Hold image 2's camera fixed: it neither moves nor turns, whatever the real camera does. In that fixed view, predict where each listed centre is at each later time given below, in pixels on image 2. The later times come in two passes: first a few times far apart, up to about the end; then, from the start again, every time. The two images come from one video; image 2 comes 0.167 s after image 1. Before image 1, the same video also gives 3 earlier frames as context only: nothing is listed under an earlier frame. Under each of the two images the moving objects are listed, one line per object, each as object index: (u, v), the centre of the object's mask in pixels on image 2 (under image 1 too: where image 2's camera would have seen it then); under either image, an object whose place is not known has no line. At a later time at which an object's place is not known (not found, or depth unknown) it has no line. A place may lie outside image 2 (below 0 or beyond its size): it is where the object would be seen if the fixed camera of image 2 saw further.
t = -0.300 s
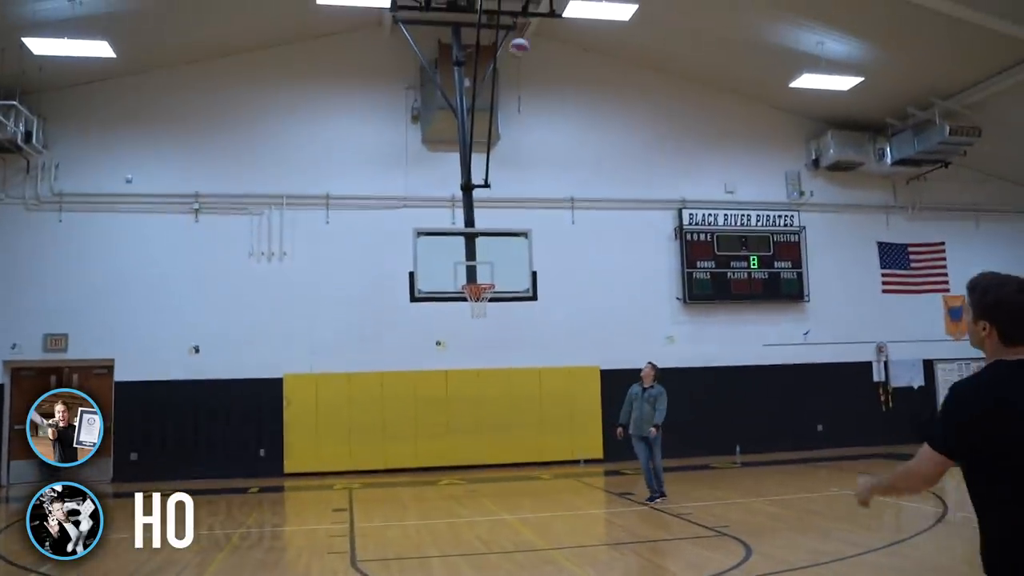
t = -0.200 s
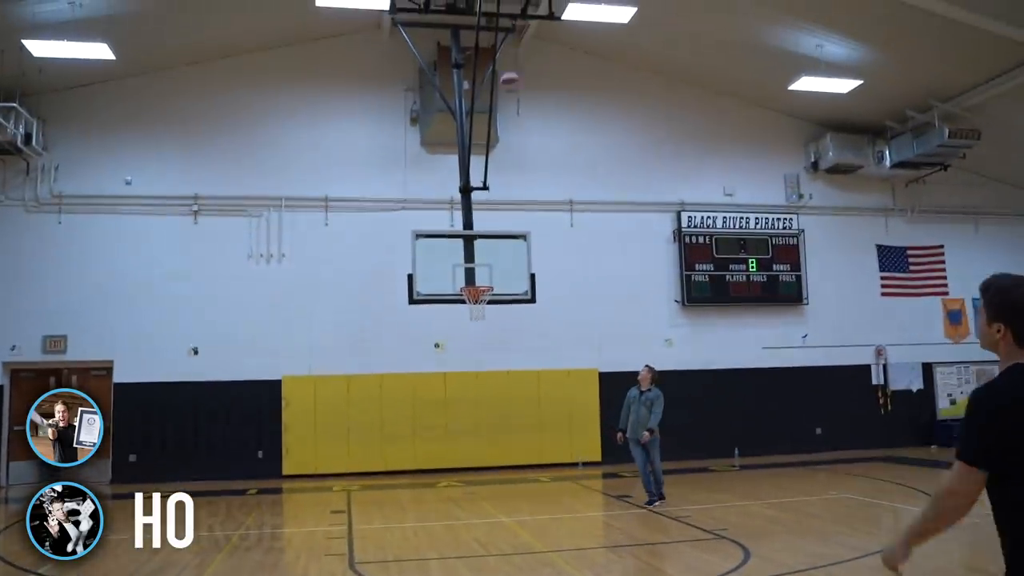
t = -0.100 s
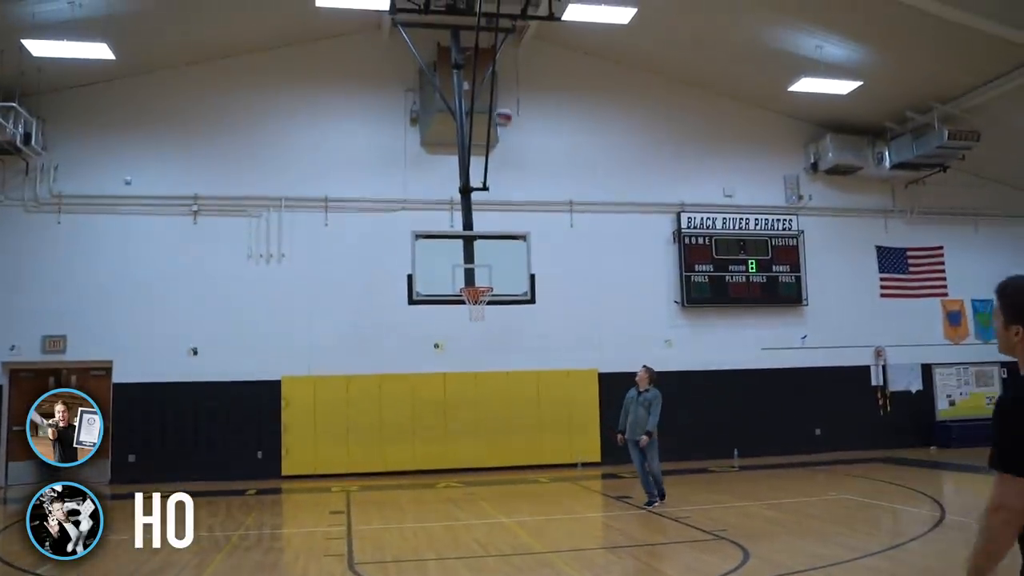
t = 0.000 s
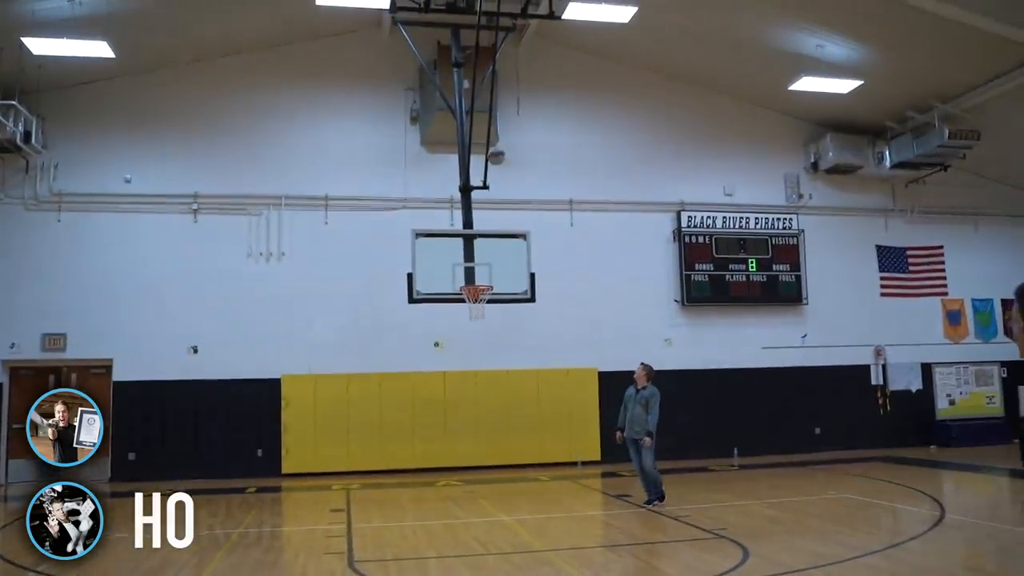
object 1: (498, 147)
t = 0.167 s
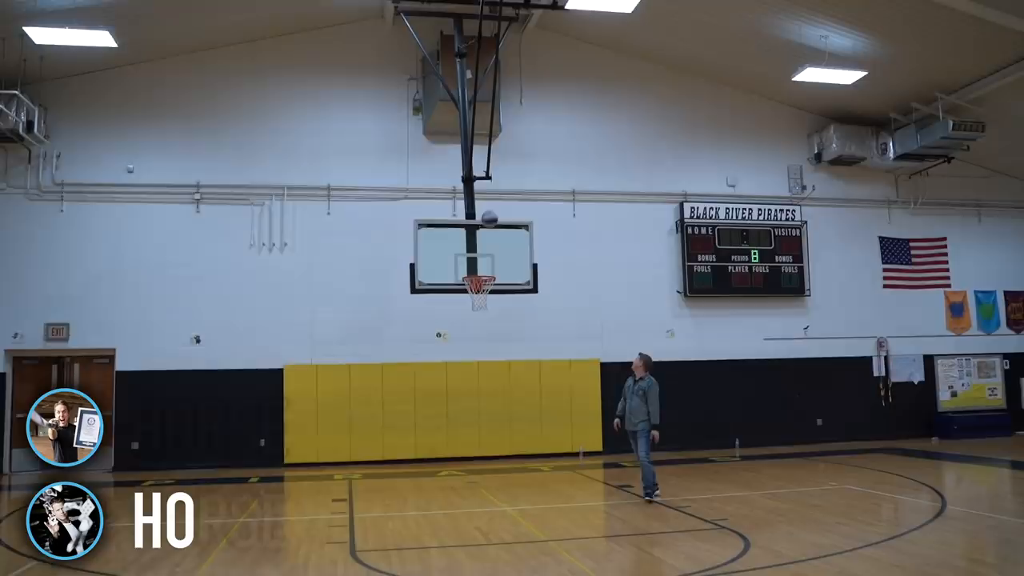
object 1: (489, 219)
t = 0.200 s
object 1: (487, 235)
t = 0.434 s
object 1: (501, 248)
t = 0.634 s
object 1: (527, 240)
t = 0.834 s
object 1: (558, 266)
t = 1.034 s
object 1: (595, 335)
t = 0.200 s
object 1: (487, 235)
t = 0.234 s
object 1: (486, 251)
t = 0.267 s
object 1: (485, 267)
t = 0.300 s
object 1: (486, 267)
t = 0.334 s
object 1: (489, 261)
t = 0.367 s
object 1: (493, 256)
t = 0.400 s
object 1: (497, 252)
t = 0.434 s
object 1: (501, 248)
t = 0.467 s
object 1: (505, 245)
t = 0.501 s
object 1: (509, 243)
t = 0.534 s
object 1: (513, 241)
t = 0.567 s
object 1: (518, 240)
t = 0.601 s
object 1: (522, 240)
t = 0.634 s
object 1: (527, 240)
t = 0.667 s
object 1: (532, 242)
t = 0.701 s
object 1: (537, 245)
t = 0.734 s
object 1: (542, 248)
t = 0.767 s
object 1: (547, 253)
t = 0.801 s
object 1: (553, 258)
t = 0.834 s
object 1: (558, 266)
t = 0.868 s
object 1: (564, 274)
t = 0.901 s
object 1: (570, 283)
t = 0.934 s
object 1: (577, 294)
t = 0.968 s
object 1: (583, 306)
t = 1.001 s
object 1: (589, 319)
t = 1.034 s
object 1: (595, 335)
